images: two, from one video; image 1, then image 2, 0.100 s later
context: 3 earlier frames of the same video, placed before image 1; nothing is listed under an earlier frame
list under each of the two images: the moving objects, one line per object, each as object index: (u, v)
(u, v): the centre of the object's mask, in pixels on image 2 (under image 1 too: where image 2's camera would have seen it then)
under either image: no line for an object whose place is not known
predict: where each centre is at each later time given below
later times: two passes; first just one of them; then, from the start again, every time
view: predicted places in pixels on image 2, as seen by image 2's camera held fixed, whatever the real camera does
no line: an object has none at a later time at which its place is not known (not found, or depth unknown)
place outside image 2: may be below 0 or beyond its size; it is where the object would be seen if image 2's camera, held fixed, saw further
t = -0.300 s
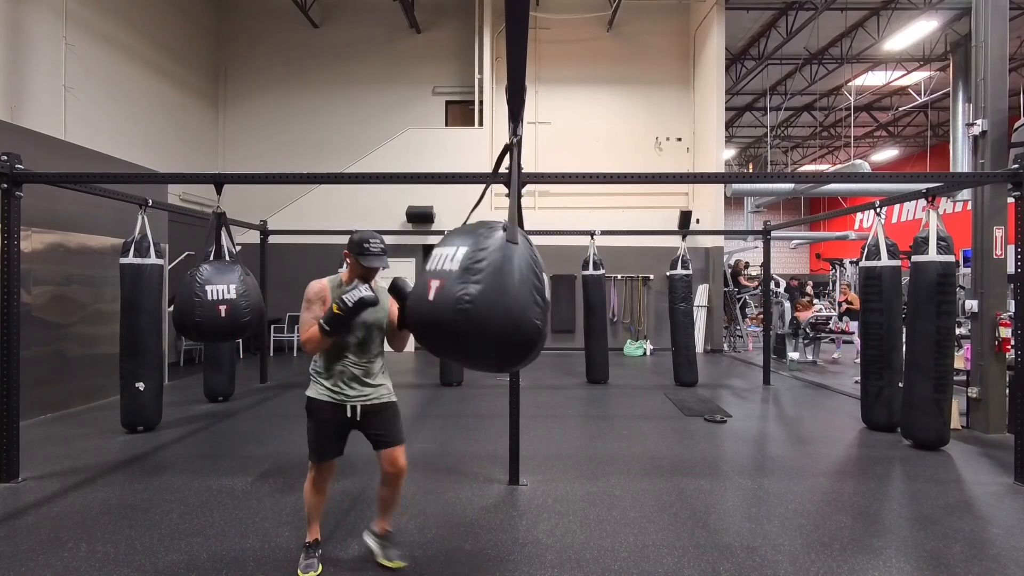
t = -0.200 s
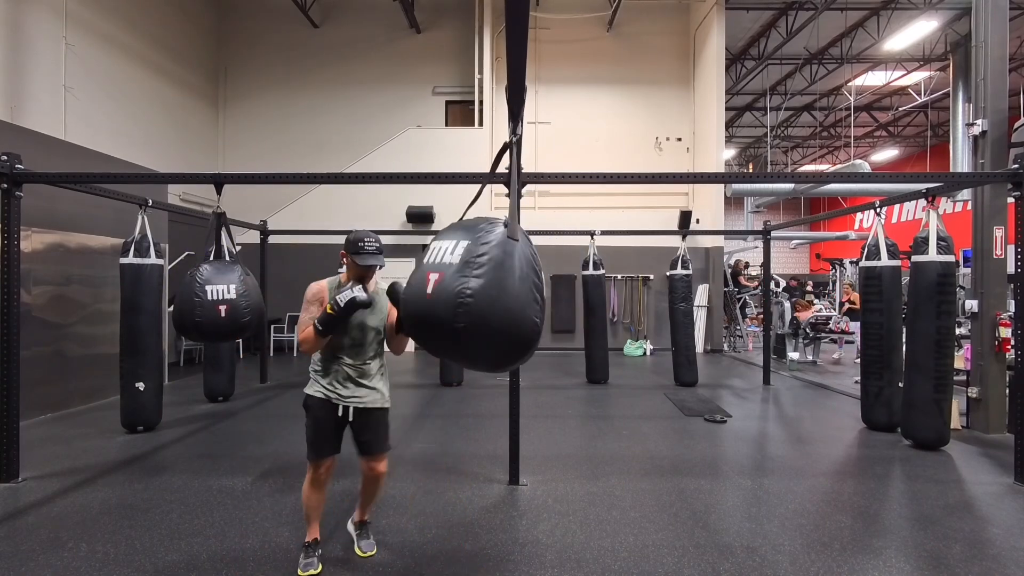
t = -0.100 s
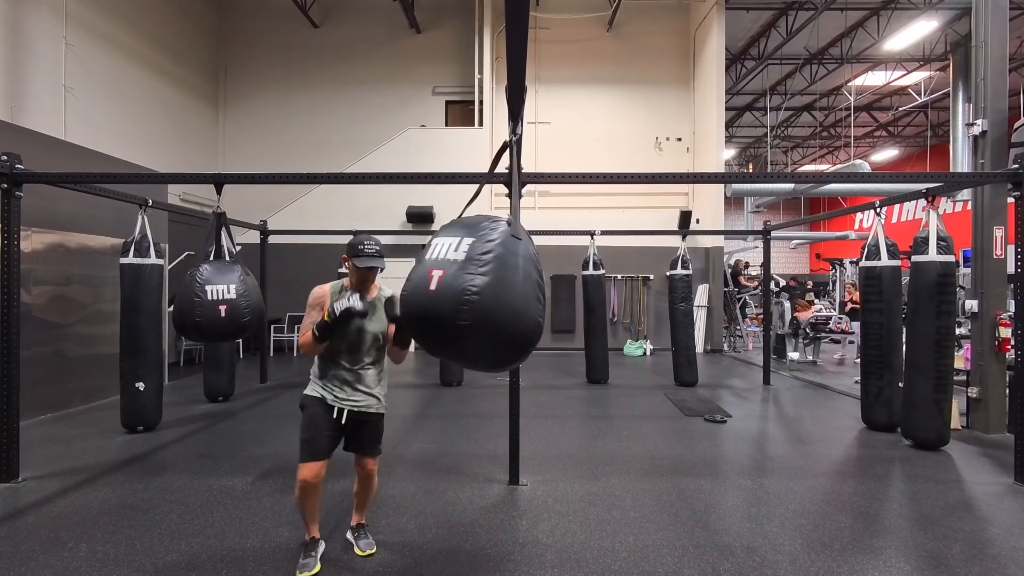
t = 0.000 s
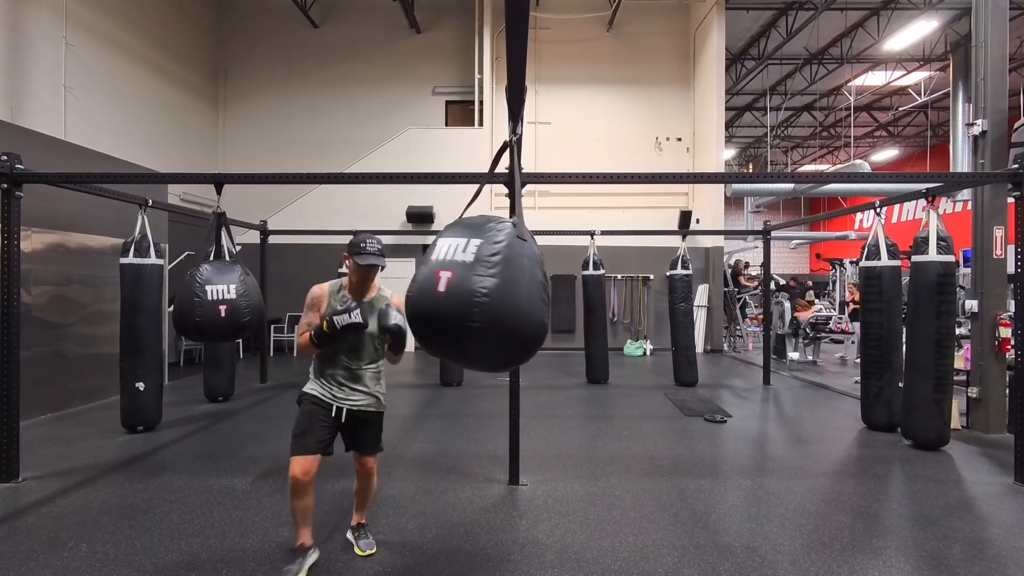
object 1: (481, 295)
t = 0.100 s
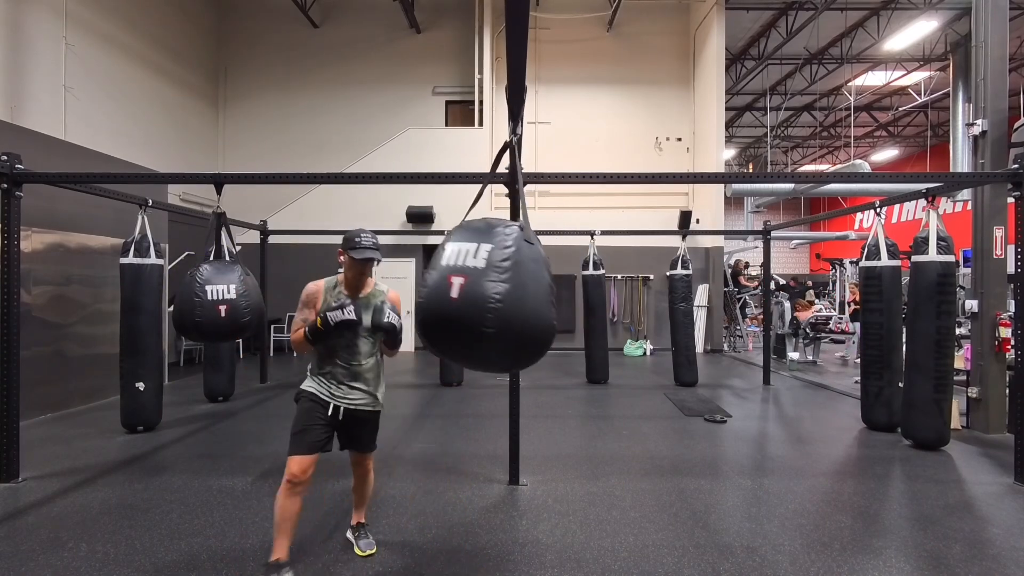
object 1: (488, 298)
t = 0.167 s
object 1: (494, 300)
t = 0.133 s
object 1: (491, 299)
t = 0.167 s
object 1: (494, 300)
